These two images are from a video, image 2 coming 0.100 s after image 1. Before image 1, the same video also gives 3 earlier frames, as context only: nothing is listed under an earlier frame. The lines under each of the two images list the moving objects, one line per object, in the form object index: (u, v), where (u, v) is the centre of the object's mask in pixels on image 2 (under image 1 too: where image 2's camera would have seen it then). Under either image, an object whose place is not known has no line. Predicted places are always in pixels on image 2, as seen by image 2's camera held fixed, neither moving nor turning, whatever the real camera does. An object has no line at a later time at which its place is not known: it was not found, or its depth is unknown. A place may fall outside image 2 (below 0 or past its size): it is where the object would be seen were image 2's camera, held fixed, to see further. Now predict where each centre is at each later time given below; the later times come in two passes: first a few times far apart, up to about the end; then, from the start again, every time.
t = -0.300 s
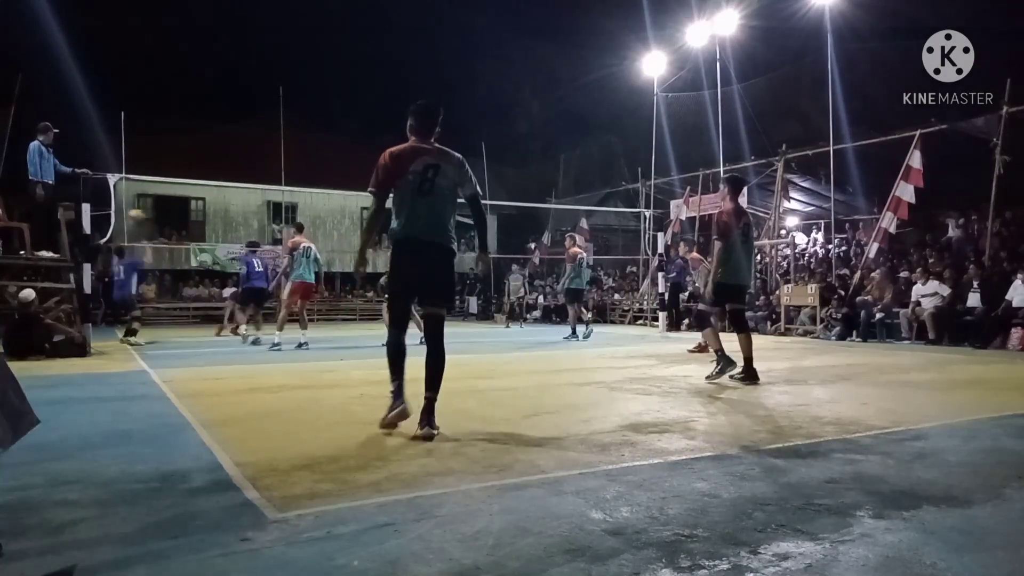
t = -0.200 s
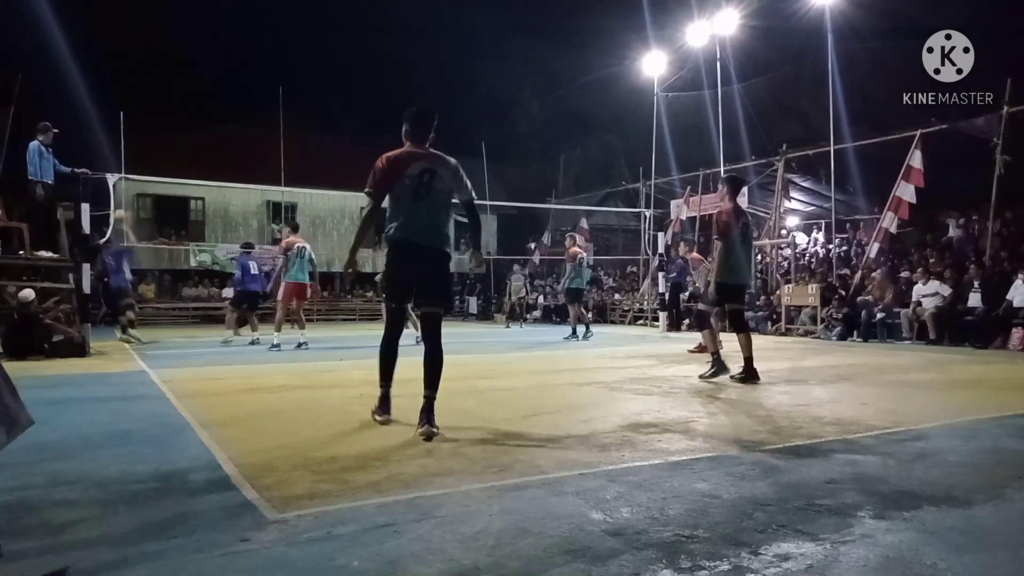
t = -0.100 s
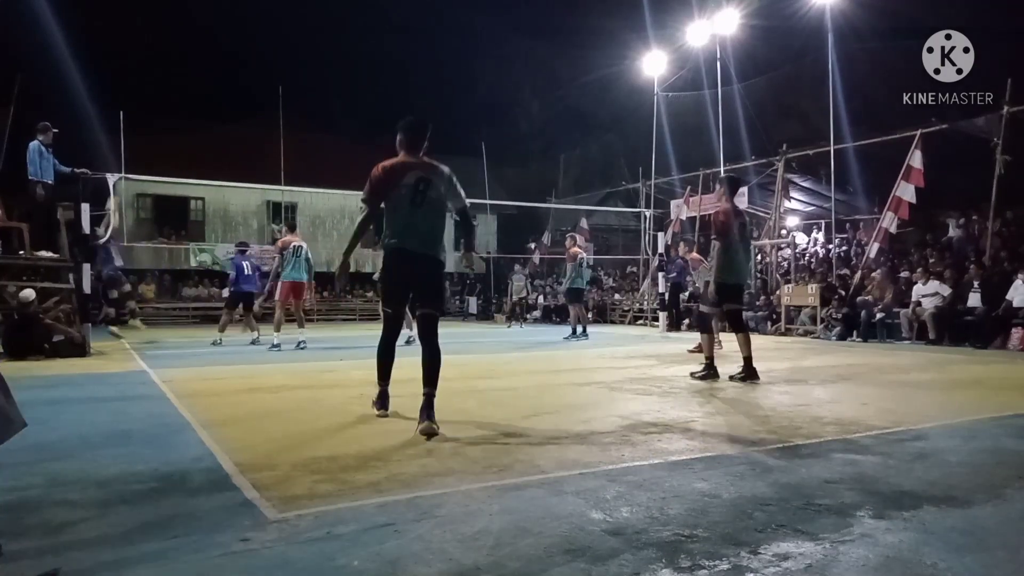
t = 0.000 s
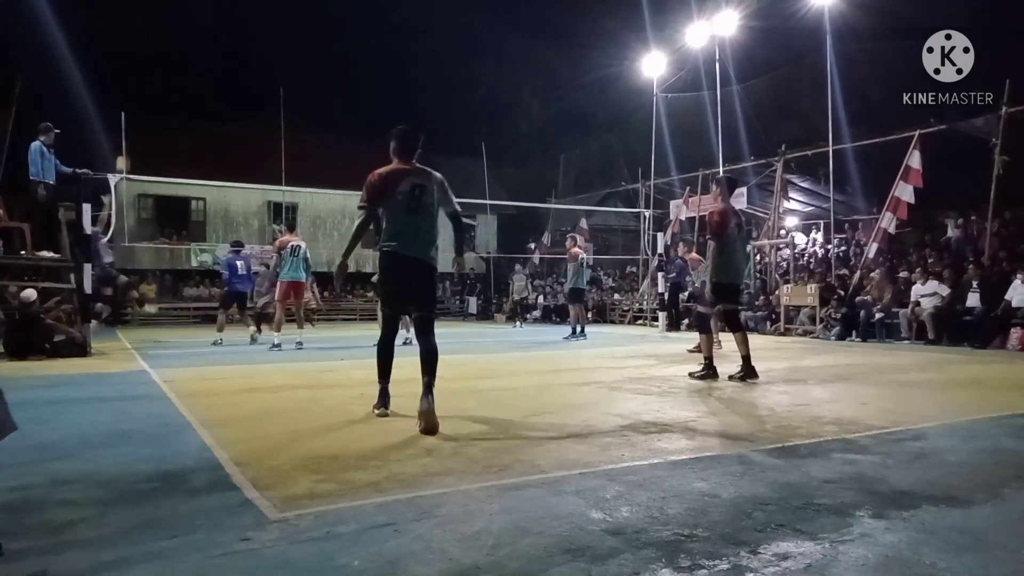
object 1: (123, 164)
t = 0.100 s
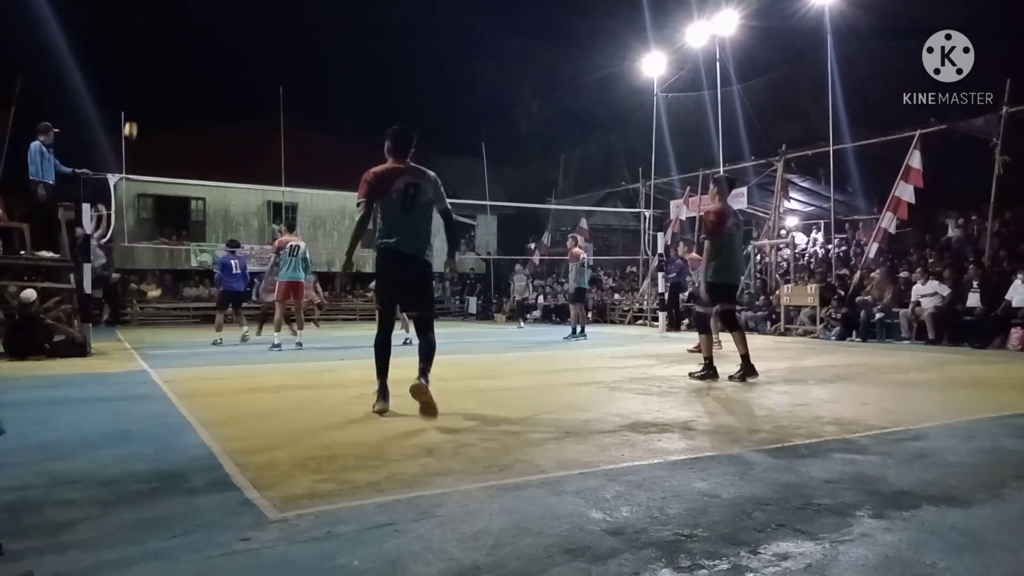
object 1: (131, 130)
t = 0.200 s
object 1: (139, 102)
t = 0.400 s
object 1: (155, 65)
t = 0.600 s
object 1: (171, 50)
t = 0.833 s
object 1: (190, 64)
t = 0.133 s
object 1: (133, 120)
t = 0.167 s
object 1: (136, 111)
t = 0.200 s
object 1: (139, 102)
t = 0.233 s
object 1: (141, 94)
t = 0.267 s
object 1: (144, 87)
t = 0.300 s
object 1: (147, 81)
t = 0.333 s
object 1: (149, 75)
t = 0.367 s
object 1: (152, 69)
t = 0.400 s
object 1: (155, 65)
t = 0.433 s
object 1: (157, 60)
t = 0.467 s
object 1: (160, 57)
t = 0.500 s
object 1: (163, 54)
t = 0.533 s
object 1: (165, 52)
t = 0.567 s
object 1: (168, 51)
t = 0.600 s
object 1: (171, 50)
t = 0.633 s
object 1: (173, 50)
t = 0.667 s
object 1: (176, 51)
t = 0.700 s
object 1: (179, 52)
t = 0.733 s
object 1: (181, 54)
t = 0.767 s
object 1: (184, 57)
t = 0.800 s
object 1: (187, 60)
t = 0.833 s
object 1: (190, 64)
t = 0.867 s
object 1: (192, 69)
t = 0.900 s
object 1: (195, 74)
